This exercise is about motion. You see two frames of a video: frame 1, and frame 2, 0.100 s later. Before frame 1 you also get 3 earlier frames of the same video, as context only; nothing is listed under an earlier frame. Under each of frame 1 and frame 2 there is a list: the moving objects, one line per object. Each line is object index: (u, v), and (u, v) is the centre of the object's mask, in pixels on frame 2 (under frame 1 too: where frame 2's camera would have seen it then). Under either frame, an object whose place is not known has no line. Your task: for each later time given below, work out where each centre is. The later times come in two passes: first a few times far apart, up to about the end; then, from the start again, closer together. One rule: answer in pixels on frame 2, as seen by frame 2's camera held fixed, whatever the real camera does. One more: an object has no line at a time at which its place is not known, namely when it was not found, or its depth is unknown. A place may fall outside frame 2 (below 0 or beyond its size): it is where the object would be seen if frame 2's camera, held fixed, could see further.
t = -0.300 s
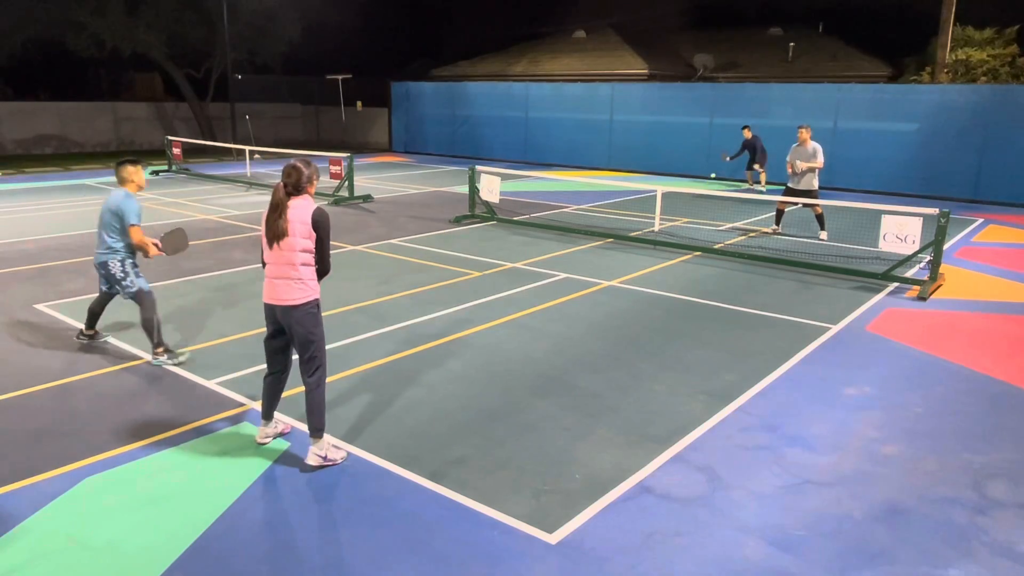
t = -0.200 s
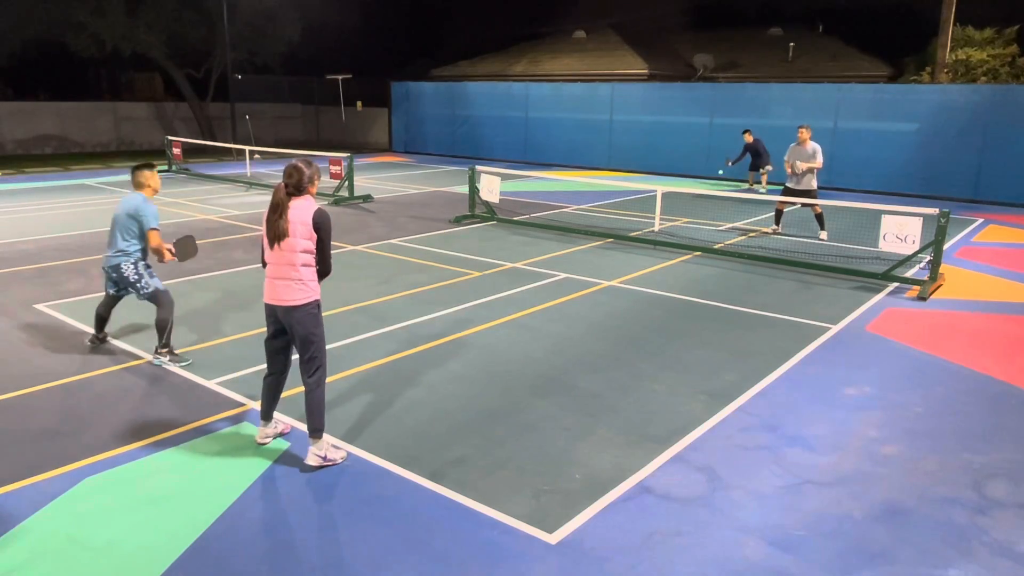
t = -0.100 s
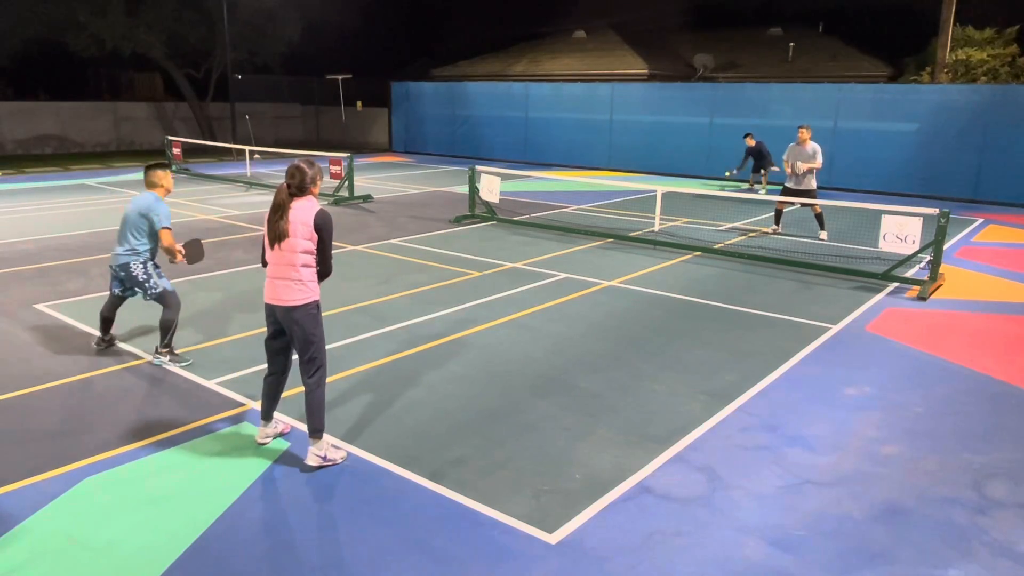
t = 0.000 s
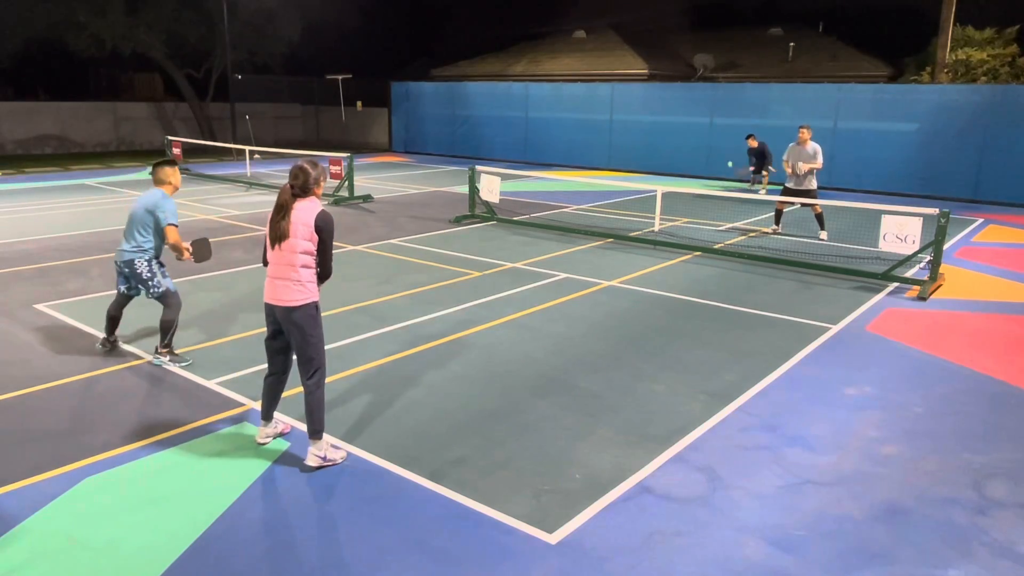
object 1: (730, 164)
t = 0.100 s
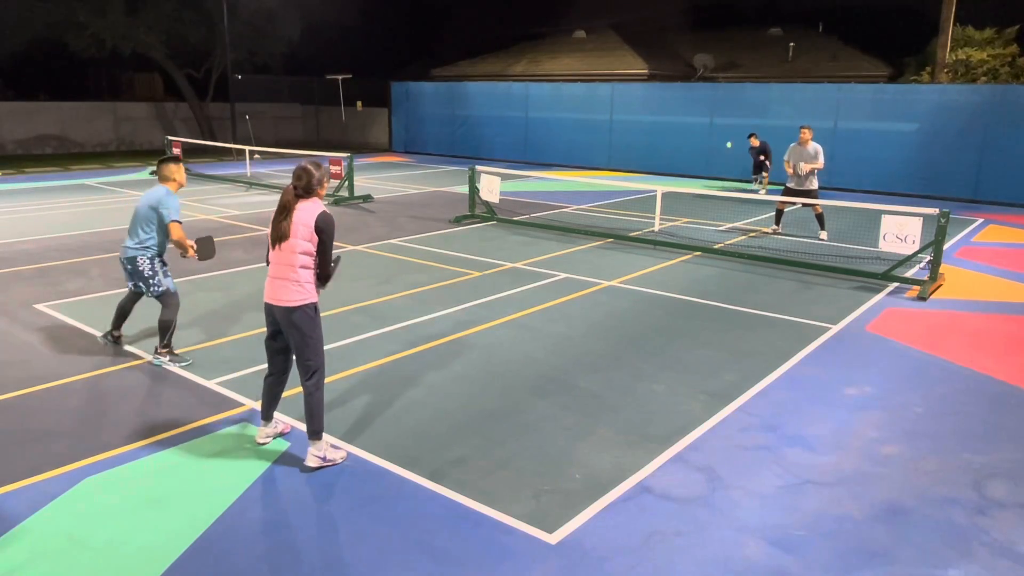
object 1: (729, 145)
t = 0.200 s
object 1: (726, 127)
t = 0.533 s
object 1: (698, 92)
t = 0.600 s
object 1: (688, 92)
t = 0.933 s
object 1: (607, 158)
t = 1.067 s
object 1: (554, 231)
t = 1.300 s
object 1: (418, 451)
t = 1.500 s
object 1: (313, 411)
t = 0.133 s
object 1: (728, 139)
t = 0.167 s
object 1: (727, 133)
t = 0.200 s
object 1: (726, 127)
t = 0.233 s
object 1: (724, 122)
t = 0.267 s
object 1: (722, 117)
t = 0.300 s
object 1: (721, 112)
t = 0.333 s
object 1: (718, 107)
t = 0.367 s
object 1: (716, 104)
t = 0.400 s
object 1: (713, 100)
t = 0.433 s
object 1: (709, 97)
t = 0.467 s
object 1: (706, 95)
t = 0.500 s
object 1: (702, 93)
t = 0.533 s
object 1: (698, 92)
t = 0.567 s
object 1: (693, 92)
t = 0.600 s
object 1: (688, 92)
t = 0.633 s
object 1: (683, 94)
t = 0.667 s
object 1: (677, 96)
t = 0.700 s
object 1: (670, 99)
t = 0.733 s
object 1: (663, 103)
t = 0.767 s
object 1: (656, 109)
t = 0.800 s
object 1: (647, 116)
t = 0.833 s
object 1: (638, 124)
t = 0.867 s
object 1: (629, 133)
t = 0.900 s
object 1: (619, 145)
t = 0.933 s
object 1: (607, 158)
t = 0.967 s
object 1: (596, 172)
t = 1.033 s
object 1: (569, 210)
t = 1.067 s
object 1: (554, 231)
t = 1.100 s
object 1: (538, 256)
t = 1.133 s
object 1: (522, 282)
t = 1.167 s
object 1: (503, 313)
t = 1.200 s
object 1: (484, 348)
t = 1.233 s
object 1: (462, 385)
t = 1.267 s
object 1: (439, 428)
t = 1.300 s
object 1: (418, 451)
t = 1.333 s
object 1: (403, 441)
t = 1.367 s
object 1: (387, 432)
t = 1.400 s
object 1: (370, 424)
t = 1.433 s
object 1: (352, 418)
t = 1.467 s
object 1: (333, 414)
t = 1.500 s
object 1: (313, 411)
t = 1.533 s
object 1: (292, 410)
